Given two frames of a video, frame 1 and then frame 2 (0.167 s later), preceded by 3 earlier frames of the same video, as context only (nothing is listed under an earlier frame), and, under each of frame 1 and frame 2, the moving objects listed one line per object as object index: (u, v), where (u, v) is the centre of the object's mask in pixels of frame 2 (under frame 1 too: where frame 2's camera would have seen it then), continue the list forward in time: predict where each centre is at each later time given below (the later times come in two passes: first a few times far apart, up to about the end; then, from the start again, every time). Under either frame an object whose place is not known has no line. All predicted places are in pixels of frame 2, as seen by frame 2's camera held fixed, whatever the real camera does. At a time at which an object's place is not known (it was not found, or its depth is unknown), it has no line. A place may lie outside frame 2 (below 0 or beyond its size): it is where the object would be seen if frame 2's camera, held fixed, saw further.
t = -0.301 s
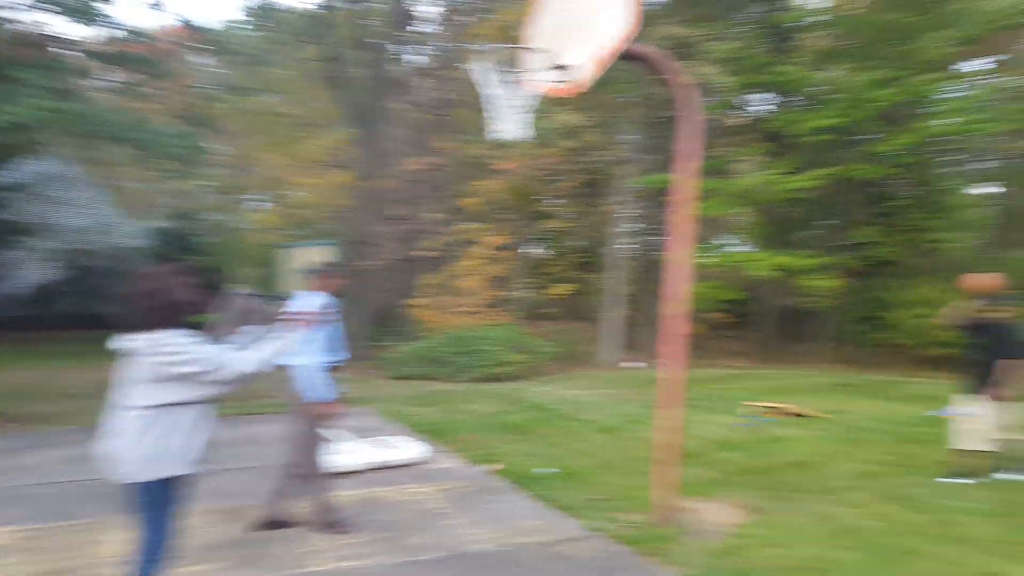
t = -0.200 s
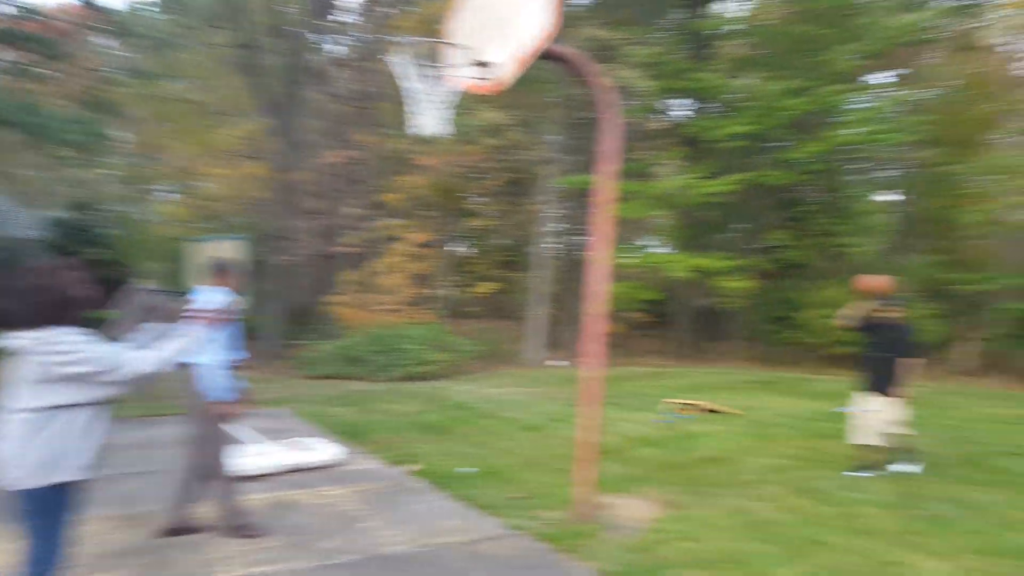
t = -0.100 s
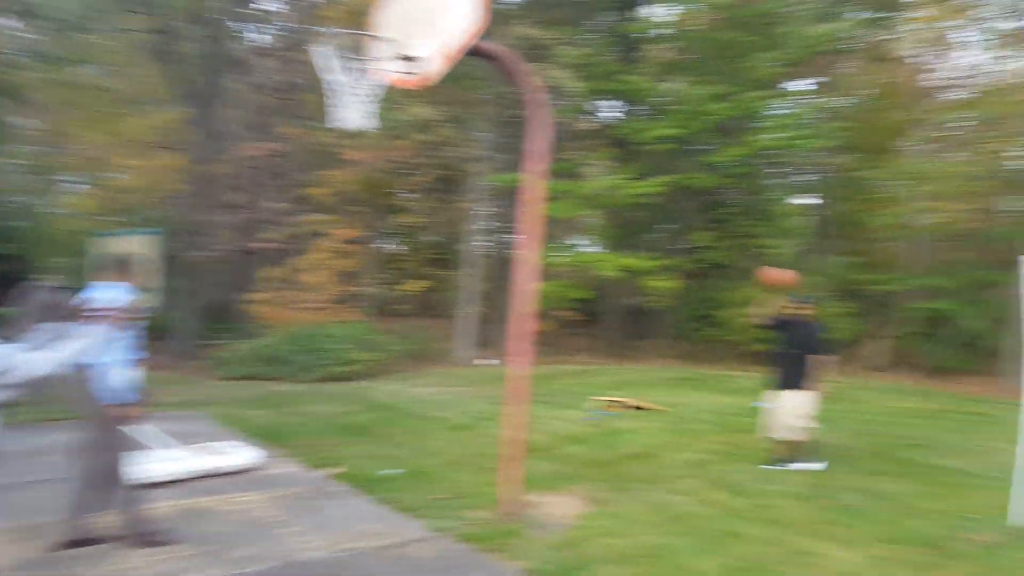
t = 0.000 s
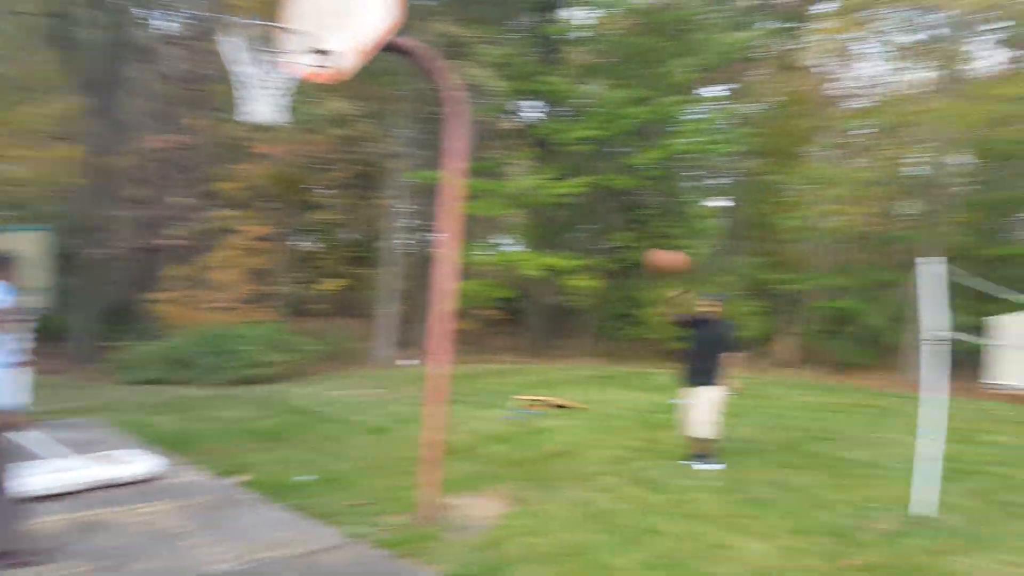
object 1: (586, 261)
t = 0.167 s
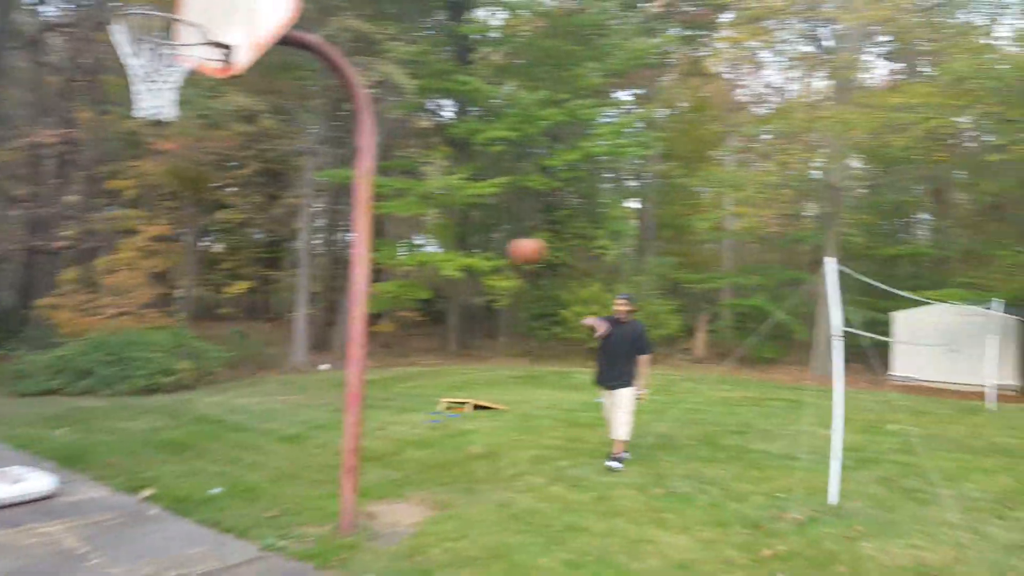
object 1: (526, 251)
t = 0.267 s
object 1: (486, 258)
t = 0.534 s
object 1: (323, 366)
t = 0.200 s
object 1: (514, 251)
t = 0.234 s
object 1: (501, 253)
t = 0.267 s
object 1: (486, 258)
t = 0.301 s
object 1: (471, 263)
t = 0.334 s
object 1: (452, 272)
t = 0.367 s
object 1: (435, 281)
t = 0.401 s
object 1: (417, 293)
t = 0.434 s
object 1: (396, 307)
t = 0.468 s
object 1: (376, 323)
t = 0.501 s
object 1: (349, 344)
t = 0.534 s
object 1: (323, 366)
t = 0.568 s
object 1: (302, 393)
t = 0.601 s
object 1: (272, 424)
